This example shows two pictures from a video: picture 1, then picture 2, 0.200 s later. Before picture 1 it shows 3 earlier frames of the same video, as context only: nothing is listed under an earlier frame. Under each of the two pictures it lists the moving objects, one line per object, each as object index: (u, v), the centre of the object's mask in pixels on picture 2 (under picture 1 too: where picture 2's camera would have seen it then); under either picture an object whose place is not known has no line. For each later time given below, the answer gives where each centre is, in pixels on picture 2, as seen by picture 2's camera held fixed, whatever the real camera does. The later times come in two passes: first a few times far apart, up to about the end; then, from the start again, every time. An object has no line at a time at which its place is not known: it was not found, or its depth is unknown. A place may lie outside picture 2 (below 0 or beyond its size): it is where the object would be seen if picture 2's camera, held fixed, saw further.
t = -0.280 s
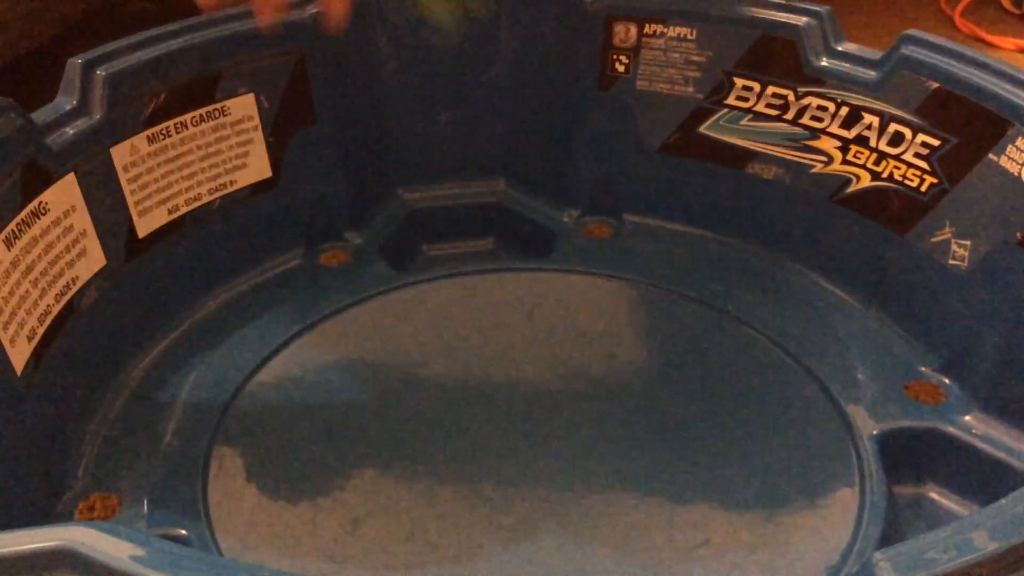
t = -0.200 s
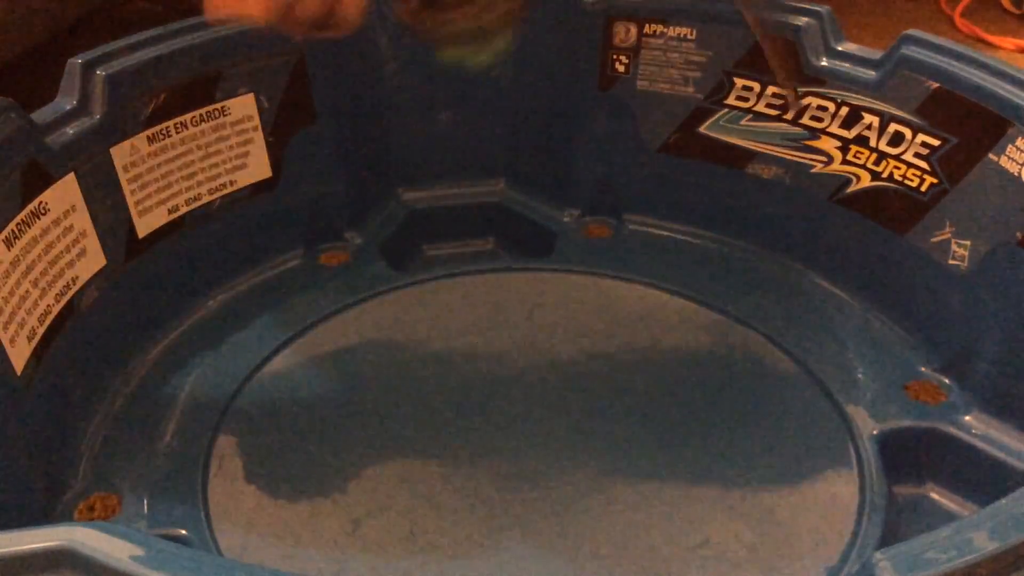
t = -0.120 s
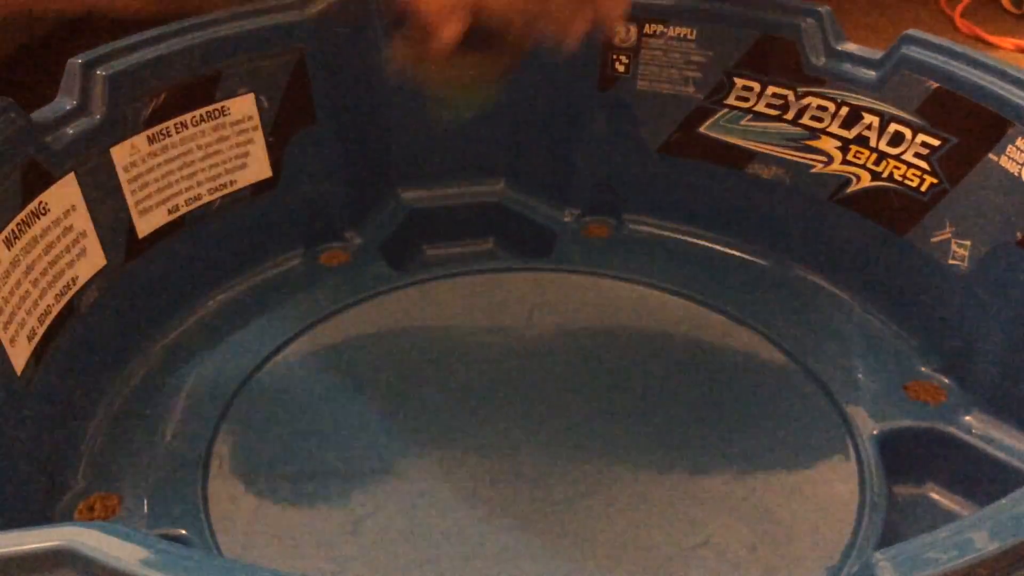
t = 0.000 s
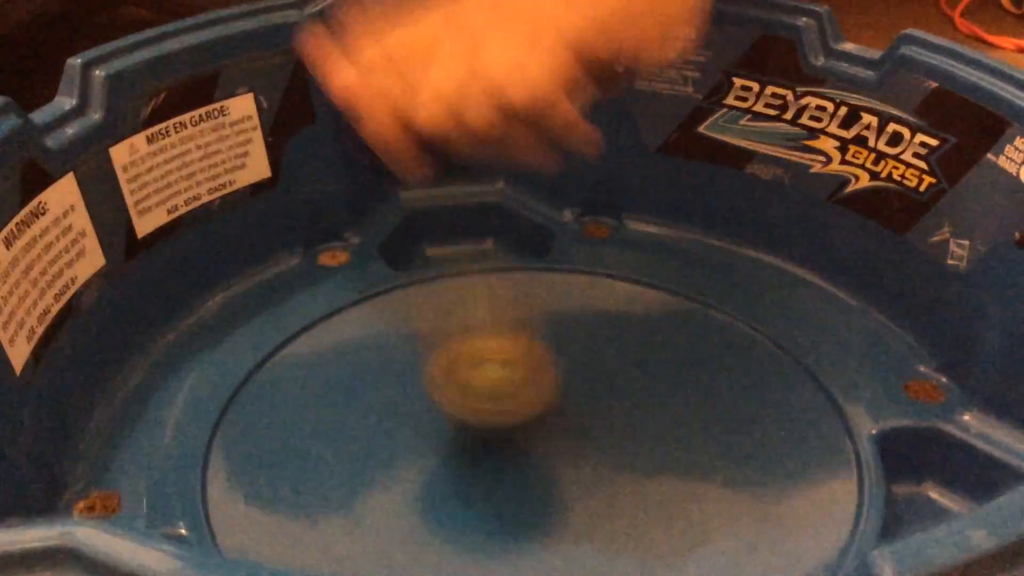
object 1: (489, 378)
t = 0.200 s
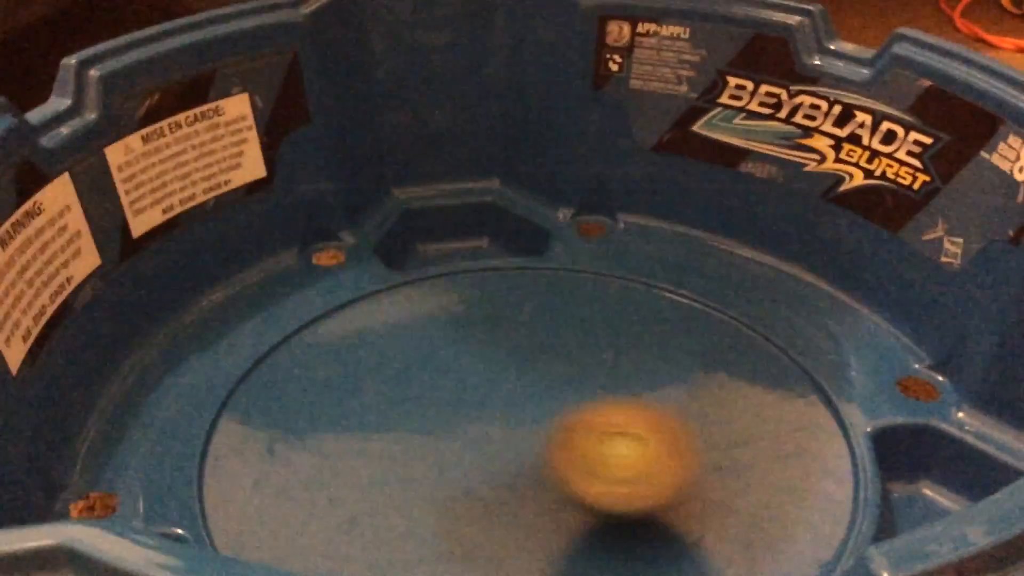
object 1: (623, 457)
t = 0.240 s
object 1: (649, 455)
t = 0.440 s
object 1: (738, 391)
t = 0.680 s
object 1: (689, 324)
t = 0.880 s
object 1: (555, 348)
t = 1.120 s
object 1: (481, 447)
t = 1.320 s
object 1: (529, 510)
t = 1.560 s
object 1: (619, 512)
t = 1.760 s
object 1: (623, 471)
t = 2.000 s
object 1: (521, 429)
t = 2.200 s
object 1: (438, 426)
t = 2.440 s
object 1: (381, 446)
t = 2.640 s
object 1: (397, 465)
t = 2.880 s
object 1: (468, 439)
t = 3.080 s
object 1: (487, 388)
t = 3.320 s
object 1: (463, 348)
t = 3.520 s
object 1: (438, 345)
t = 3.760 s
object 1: (460, 376)
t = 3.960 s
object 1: (537, 394)
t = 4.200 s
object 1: (612, 369)
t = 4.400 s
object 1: (611, 350)
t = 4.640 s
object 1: (565, 372)
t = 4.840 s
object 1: (550, 417)
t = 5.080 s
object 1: (559, 452)
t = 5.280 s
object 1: (564, 466)
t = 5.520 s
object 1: (554, 466)
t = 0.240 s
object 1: (649, 455)
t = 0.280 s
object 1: (672, 448)
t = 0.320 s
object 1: (694, 437)
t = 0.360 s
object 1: (714, 423)
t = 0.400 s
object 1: (730, 406)
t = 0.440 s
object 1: (738, 391)
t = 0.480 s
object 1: (742, 375)
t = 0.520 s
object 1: (740, 361)
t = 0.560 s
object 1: (735, 349)
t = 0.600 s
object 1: (723, 338)
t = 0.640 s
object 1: (708, 329)
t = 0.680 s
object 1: (689, 324)
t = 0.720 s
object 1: (664, 320)
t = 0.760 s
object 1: (636, 322)
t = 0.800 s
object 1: (609, 327)
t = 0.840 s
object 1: (583, 335)
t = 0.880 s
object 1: (555, 348)
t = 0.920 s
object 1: (532, 362)
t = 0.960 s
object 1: (513, 377)
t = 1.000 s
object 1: (498, 394)
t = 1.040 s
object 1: (487, 412)
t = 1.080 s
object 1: (481, 430)
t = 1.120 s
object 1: (481, 447)
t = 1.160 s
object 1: (484, 463)
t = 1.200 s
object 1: (491, 479)
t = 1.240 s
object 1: (501, 491)
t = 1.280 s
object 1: (516, 502)
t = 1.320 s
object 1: (529, 510)
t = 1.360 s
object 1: (547, 514)
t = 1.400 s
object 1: (563, 517)
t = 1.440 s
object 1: (579, 518)
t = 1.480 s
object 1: (594, 517)
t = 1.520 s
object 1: (608, 515)
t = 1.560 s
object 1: (619, 512)
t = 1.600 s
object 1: (627, 506)
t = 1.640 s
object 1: (632, 500)
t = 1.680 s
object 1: (633, 491)
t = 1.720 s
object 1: (630, 481)
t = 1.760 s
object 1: (623, 471)
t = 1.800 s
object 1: (610, 461)
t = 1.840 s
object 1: (594, 451)
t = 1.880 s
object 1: (577, 444)
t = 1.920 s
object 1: (559, 438)
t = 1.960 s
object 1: (539, 432)
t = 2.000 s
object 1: (521, 429)
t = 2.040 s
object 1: (503, 426)
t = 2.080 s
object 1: (485, 425)
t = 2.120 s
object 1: (469, 424)
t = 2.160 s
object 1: (453, 425)
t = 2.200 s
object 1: (438, 426)
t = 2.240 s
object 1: (424, 428)
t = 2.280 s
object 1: (411, 430)
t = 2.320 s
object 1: (401, 434)
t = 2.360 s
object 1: (392, 437)
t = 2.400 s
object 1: (386, 441)
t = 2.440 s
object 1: (381, 446)
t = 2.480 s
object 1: (380, 450)
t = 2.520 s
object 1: (382, 455)
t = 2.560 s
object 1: (386, 459)
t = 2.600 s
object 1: (390, 462)
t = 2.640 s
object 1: (397, 465)
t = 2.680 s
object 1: (407, 466)
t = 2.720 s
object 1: (418, 464)
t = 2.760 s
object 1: (432, 462)
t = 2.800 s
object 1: (445, 456)
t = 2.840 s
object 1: (458, 448)
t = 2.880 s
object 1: (468, 439)
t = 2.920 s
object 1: (477, 428)
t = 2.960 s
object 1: (482, 419)
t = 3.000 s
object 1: (485, 408)
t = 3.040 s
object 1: (488, 397)
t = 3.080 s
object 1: (487, 388)
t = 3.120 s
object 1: (485, 378)
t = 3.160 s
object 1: (483, 370)
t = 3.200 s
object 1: (479, 363)
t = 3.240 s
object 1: (474, 357)
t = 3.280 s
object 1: (468, 352)
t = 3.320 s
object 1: (463, 348)
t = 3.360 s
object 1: (457, 345)
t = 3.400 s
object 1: (452, 343)
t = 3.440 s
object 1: (446, 343)
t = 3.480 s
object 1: (442, 343)
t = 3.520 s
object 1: (438, 345)
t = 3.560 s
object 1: (436, 348)
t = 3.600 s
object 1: (435, 353)
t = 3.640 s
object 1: (437, 358)
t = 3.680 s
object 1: (441, 363)
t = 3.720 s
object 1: (449, 369)
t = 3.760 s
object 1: (460, 376)
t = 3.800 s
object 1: (472, 381)
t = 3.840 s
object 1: (486, 386)
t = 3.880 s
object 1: (503, 391)
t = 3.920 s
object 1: (519, 393)
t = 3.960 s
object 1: (537, 394)
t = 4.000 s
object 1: (552, 393)
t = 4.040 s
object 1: (567, 391)
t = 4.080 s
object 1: (581, 387)
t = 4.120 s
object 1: (594, 381)
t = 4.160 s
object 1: (604, 376)
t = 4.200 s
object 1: (612, 369)
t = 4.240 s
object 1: (617, 364)
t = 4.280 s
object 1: (619, 359)
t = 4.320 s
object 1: (618, 355)
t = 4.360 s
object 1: (616, 352)
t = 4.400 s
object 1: (611, 350)
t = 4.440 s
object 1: (605, 350)
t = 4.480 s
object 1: (598, 350)
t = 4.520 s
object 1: (590, 353)
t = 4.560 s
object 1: (582, 357)
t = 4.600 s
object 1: (573, 364)
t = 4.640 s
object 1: (565, 372)
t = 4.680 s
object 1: (559, 380)
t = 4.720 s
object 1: (554, 390)
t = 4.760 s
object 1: (552, 399)
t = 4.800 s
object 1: (551, 409)
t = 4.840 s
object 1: (550, 417)
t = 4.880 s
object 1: (552, 425)
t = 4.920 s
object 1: (553, 431)
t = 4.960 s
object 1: (555, 438)
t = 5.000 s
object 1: (557, 443)
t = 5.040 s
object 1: (558, 448)
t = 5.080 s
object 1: (559, 452)
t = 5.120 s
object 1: (560, 456)
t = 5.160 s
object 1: (561, 459)
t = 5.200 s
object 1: (562, 462)
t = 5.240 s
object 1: (563, 464)
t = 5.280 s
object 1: (564, 466)
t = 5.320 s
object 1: (564, 467)
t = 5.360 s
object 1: (563, 467)
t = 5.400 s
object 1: (562, 468)
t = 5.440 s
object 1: (561, 468)
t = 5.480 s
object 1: (558, 467)
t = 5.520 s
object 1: (554, 466)
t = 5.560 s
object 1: (549, 465)
